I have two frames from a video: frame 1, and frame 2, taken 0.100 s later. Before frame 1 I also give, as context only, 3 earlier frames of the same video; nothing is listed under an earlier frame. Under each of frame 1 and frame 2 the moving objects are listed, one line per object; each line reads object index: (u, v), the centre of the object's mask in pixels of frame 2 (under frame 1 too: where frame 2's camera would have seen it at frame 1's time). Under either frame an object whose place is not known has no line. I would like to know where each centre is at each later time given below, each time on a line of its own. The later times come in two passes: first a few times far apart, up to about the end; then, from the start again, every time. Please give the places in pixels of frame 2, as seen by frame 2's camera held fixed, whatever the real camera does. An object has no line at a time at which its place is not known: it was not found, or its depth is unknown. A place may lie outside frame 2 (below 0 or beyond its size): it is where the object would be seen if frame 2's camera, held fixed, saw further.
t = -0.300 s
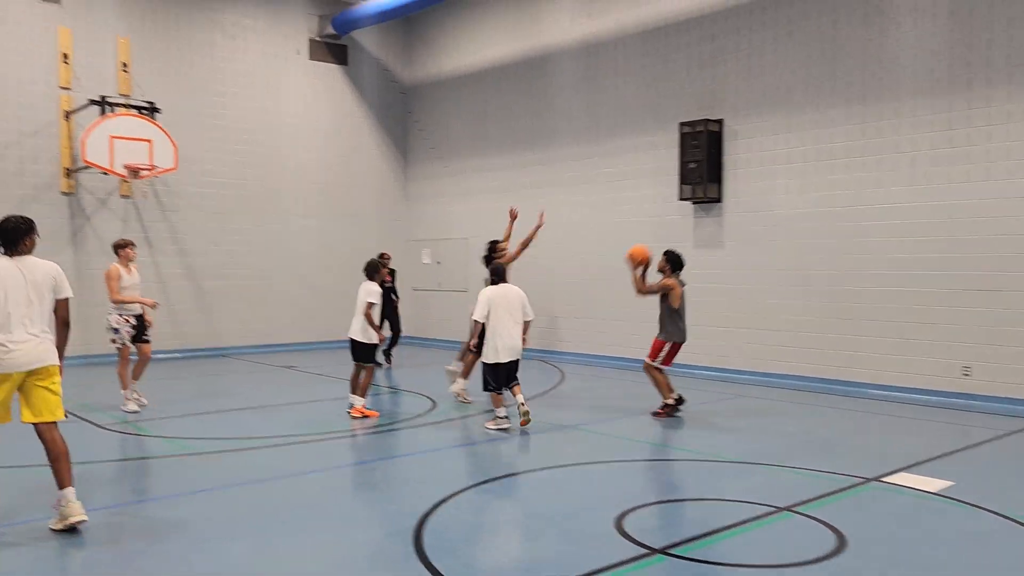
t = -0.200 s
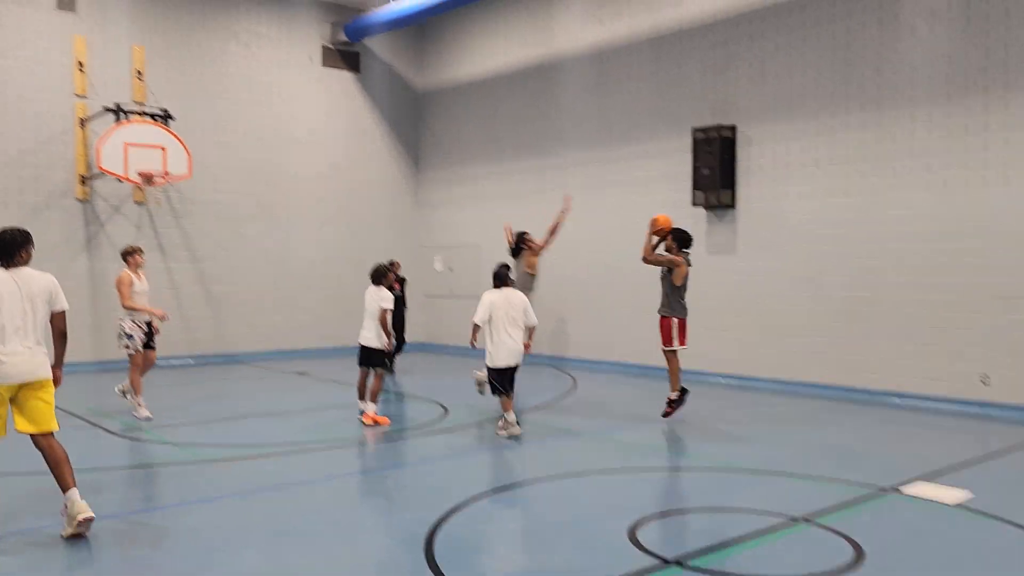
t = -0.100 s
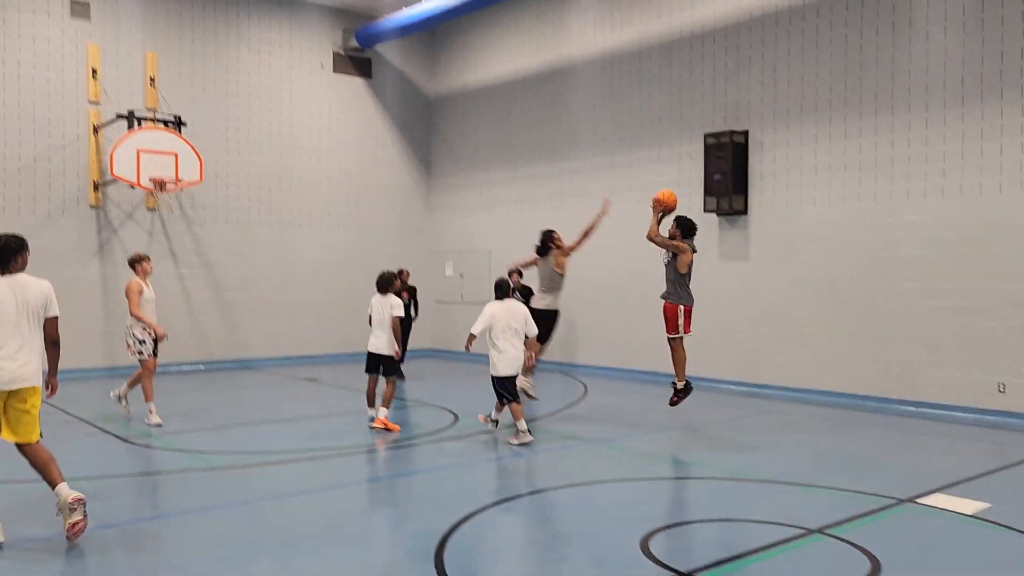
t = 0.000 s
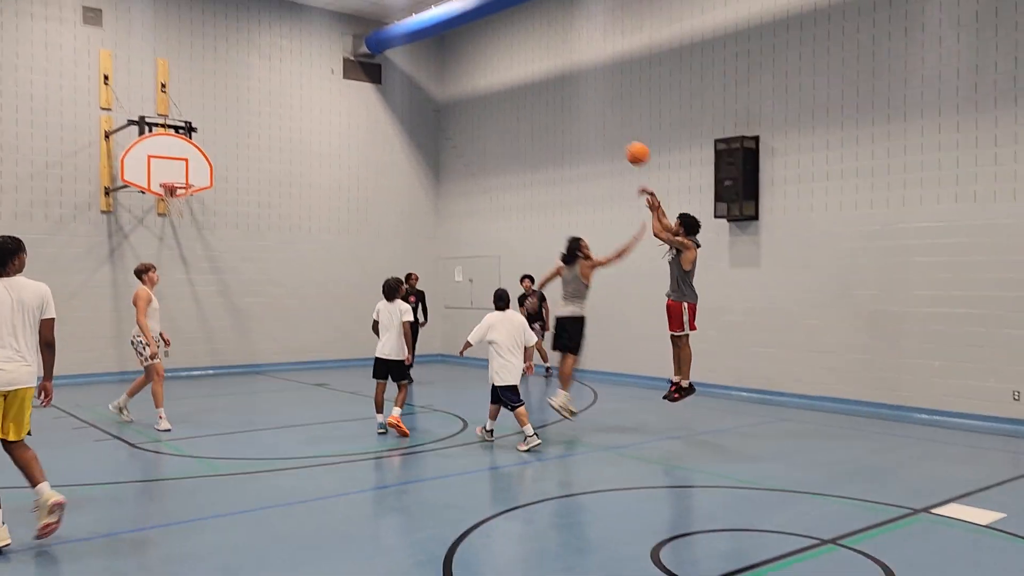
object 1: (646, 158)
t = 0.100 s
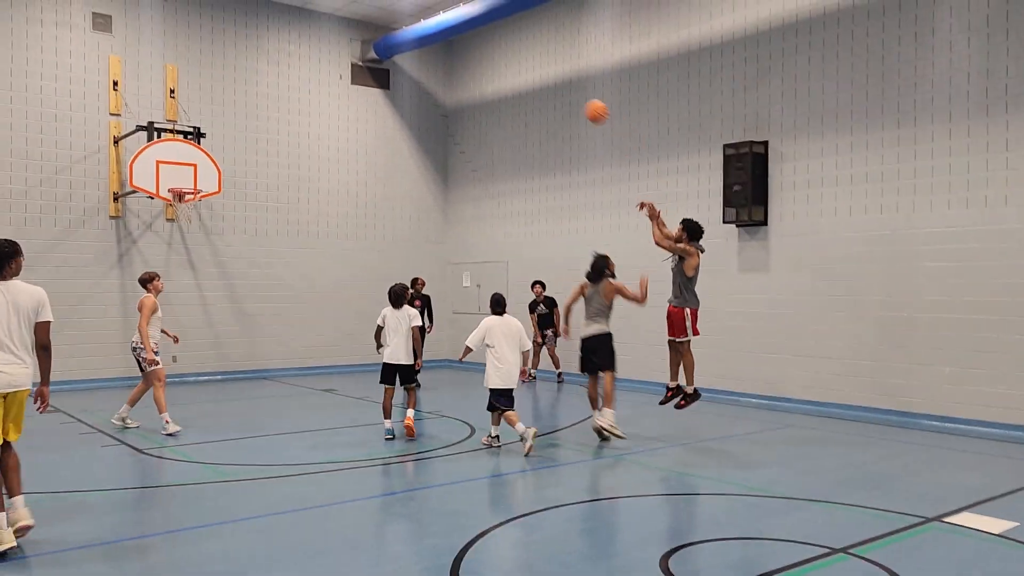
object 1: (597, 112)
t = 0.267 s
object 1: (521, 57)
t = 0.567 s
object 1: (406, 24)
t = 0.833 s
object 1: (318, 53)
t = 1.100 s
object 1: (241, 126)
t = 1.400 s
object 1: (249, 183)
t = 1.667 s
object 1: (347, 213)
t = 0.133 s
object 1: (580, 98)
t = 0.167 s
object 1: (566, 86)
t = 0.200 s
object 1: (551, 76)
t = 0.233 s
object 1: (536, 66)
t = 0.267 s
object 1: (521, 57)
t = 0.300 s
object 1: (508, 49)
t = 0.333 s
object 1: (495, 43)
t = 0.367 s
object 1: (481, 38)
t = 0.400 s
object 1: (468, 33)
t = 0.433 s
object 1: (456, 30)
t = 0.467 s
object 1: (444, 28)
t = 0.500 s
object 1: (430, 25)
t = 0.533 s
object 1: (417, 24)
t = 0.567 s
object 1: (406, 24)
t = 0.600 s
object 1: (394, 25)
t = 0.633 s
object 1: (382, 27)
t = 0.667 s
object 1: (372, 29)
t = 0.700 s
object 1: (360, 33)
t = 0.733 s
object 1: (350, 37)
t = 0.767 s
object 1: (339, 41)
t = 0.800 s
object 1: (328, 47)
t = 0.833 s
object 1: (318, 53)
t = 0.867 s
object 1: (307, 61)
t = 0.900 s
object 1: (298, 68)
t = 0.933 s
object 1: (288, 76)
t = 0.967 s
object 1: (278, 86)
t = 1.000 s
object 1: (268, 94)
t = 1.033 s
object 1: (259, 105)
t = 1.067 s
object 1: (250, 115)
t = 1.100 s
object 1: (241, 126)
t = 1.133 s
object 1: (232, 138)
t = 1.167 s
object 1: (224, 150)
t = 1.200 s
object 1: (215, 163)
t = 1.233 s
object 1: (206, 177)
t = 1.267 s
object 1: (203, 186)
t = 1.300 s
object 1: (215, 184)
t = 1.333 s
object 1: (227, 183)
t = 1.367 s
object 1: (238, 183)
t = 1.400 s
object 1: (249, 183)
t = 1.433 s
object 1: (262, 183)
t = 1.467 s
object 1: (274, 185)
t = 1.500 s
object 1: (286, 188)
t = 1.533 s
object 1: (298, 191)
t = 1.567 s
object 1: (310, 195)
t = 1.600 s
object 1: (322, 200)
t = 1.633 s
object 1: (335, 206)
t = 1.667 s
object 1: (347, 213)
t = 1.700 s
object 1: (360, 220)
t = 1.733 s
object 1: (373, 229)
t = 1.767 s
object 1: (386, 238)
